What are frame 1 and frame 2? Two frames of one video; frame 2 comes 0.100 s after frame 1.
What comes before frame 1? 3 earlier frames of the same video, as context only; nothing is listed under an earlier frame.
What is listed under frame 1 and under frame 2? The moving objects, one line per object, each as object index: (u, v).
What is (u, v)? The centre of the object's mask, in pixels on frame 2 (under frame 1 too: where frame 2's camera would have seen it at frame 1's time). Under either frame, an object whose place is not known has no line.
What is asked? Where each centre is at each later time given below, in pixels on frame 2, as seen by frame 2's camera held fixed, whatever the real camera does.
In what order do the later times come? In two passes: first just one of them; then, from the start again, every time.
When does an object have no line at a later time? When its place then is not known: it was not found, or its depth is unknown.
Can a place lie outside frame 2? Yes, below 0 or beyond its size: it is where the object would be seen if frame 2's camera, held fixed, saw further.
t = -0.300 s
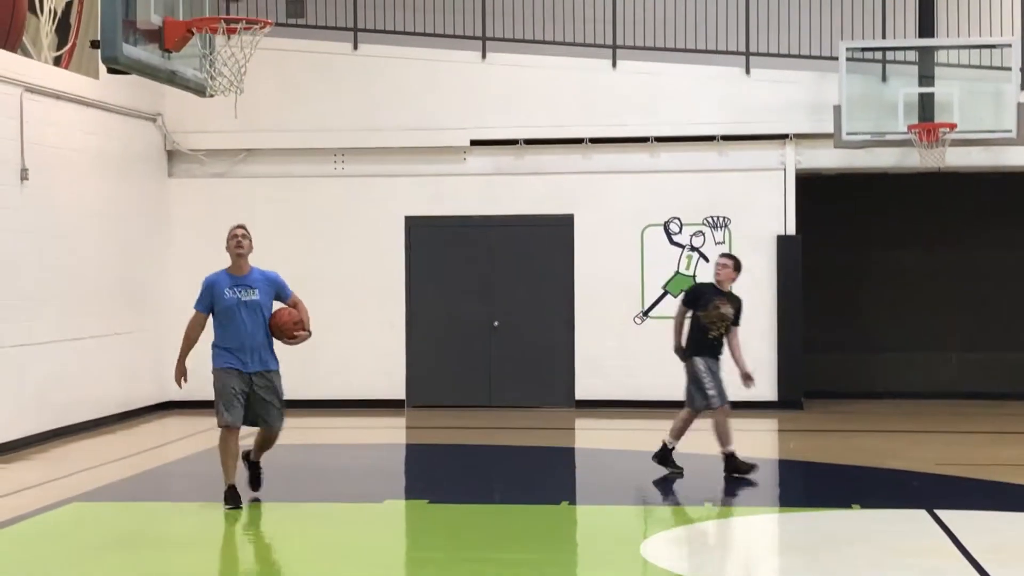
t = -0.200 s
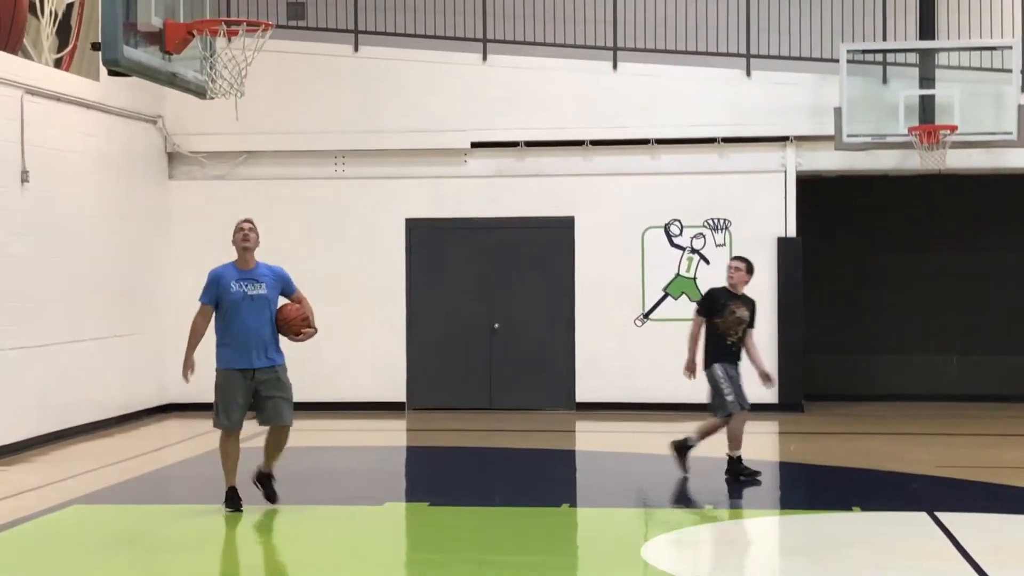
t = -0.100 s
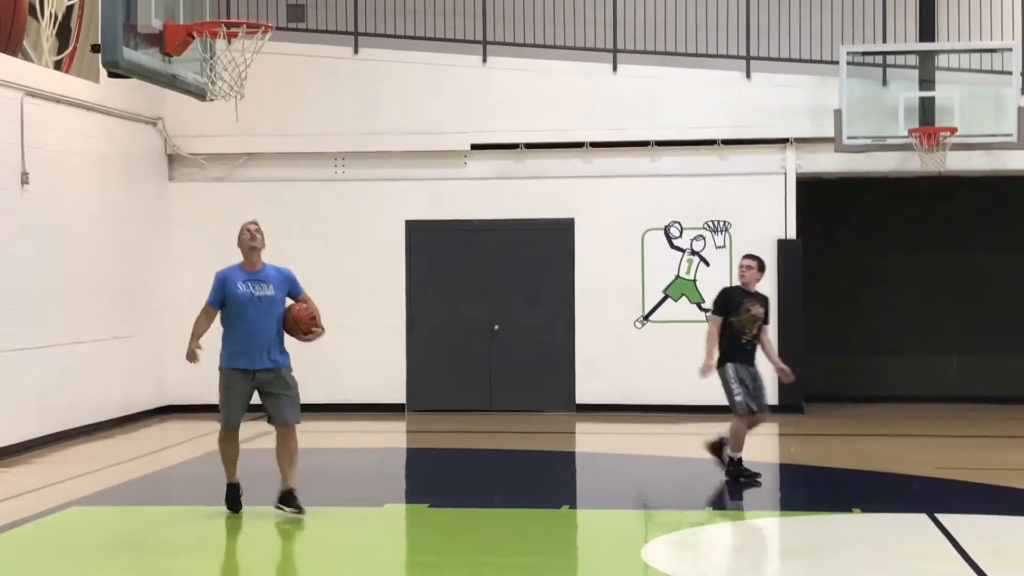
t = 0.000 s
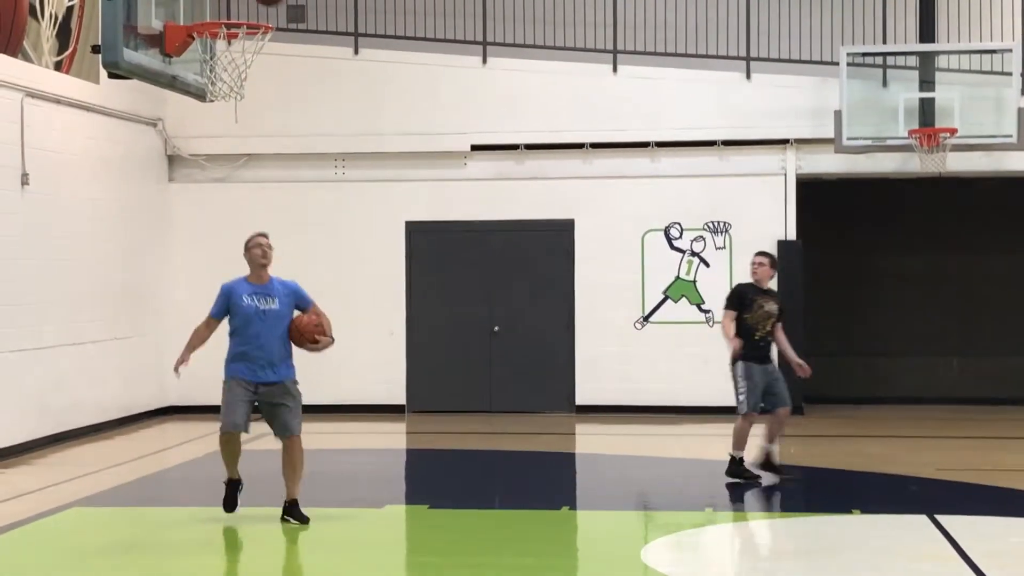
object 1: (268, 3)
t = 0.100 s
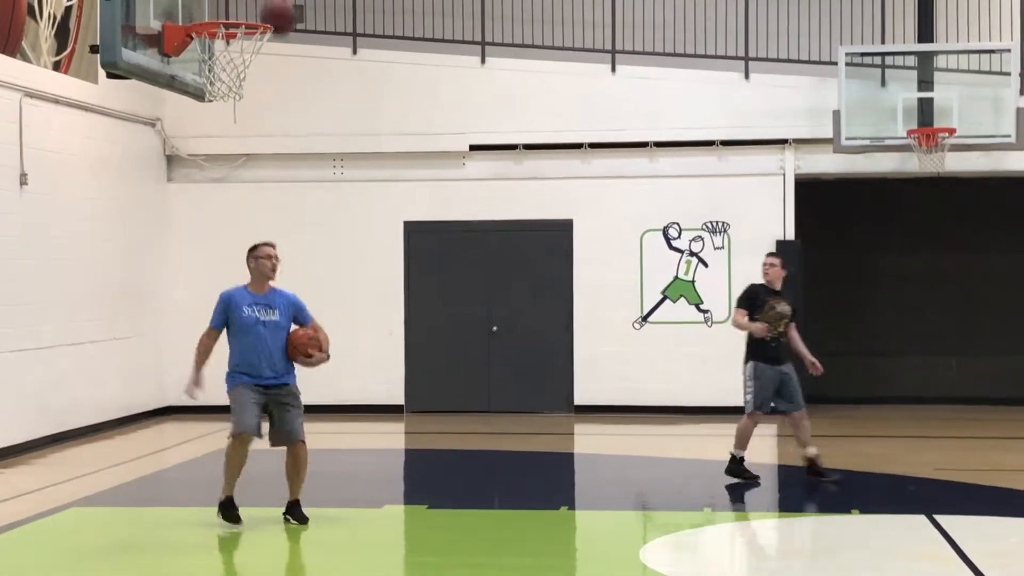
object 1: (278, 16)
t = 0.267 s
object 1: (295, 95)
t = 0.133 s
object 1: (283, 30)
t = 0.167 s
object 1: (285, 45)
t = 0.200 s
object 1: (288, 61)
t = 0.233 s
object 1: (292, 77)
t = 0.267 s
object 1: (295, 95)
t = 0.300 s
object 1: (298, 114)
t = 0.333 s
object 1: (302, 135)
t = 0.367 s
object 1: (305, 156)
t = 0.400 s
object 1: (308, 180)
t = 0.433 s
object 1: (311, 203)
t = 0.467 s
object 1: (314, 228)
